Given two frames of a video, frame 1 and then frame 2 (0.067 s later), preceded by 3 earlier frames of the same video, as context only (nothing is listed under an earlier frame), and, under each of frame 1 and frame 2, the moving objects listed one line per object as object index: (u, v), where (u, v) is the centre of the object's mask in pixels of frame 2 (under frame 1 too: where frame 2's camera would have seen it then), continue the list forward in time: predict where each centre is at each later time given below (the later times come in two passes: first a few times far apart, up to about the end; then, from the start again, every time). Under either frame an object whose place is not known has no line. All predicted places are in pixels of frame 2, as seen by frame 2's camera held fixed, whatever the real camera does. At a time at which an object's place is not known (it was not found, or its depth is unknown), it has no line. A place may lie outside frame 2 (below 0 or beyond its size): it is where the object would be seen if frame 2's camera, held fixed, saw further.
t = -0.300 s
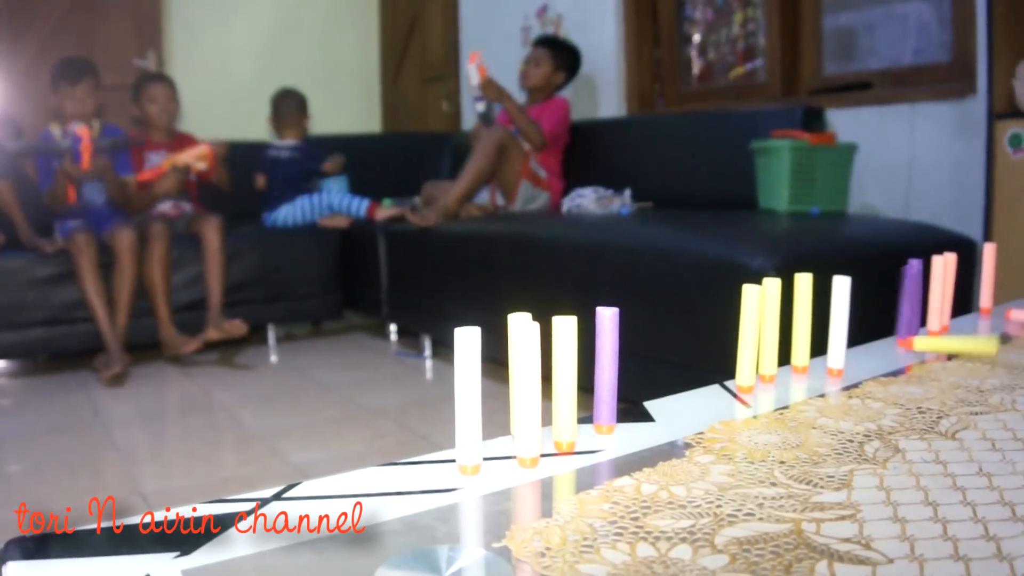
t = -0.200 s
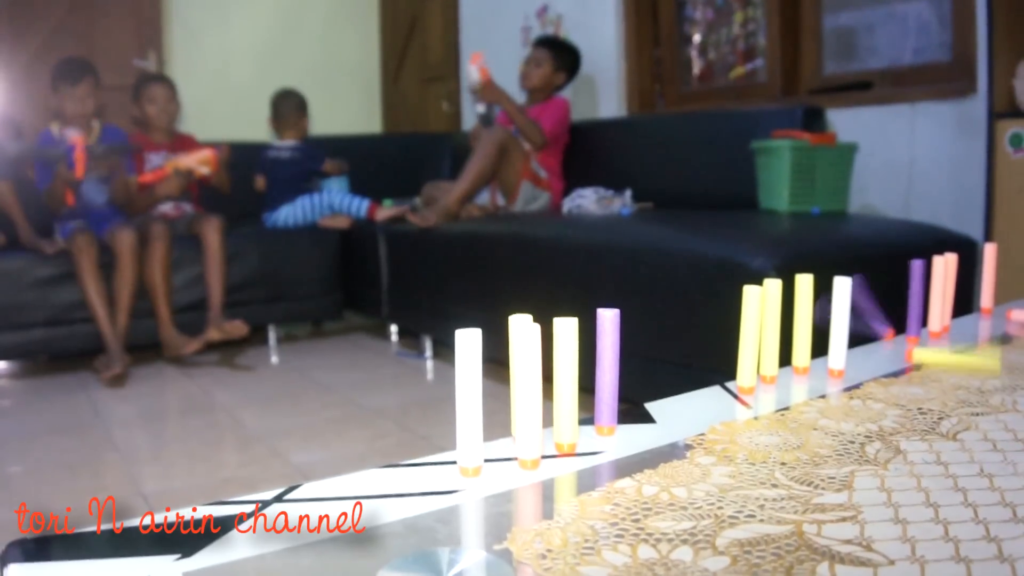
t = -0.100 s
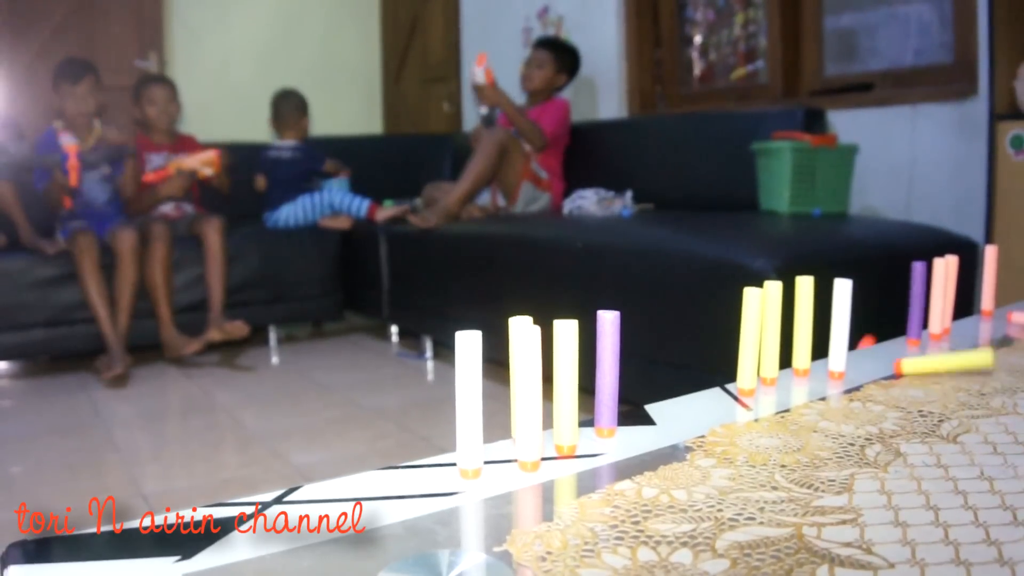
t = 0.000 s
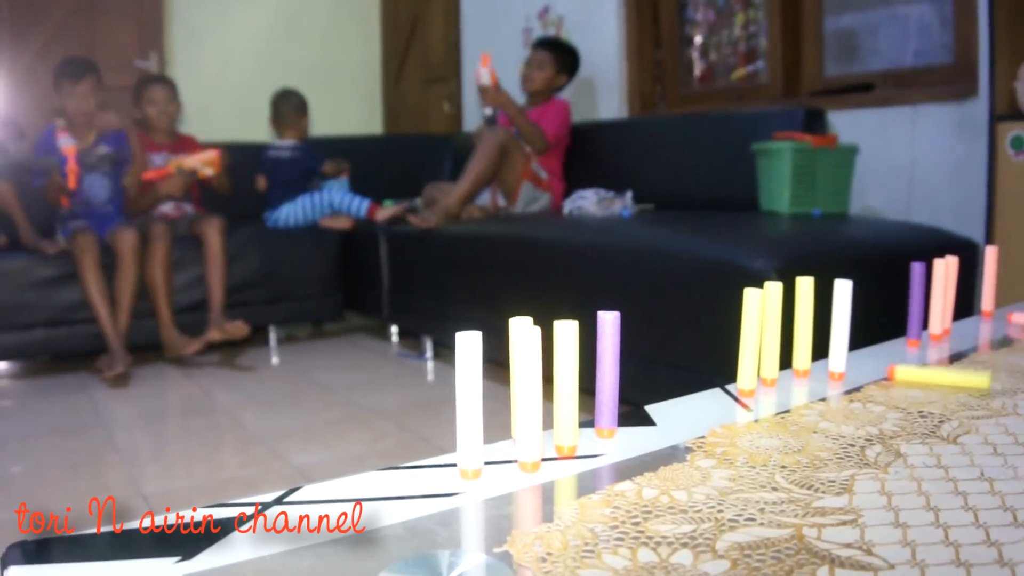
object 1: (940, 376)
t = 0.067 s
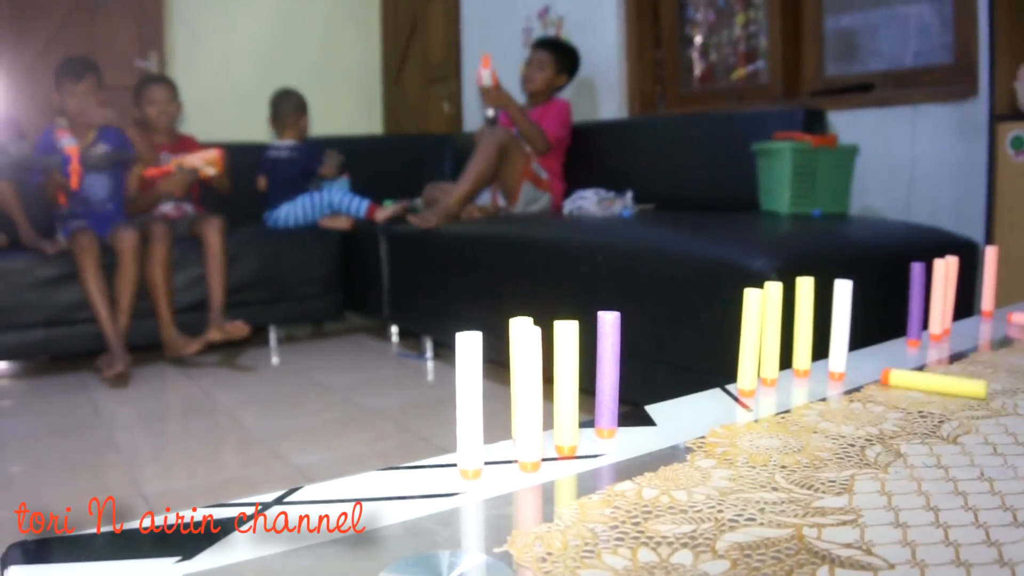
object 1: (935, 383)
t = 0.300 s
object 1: (918, 397)
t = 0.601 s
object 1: (902, 412)
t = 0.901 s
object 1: (897, 416)
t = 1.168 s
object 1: (902, 413)
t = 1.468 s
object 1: (902, 413)
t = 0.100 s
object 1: (932, 384)
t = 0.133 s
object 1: (929, 386)
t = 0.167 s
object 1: (927, 390)
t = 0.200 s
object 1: (925, 391)
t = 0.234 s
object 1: (923, 394)
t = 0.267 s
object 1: (921, 396)
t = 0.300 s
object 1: (918, 397)
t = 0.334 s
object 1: (916, 398)
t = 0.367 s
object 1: (915, 400)
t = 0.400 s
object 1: (913, 401)
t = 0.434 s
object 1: (911, 403)
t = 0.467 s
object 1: (909, 406)
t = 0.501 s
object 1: (907, 409)
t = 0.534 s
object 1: (905, 410)
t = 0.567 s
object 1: (904, 411)
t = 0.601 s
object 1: (902, 412)
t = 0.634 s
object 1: (901, 413)
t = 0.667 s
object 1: (900, 414)
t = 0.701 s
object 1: (899, 415)
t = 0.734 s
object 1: (898, 416)
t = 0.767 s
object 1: (897, 415)
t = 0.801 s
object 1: (896, 415)
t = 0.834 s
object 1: (896, 415)
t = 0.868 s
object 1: (897, 416)
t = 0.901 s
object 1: (897, 416)
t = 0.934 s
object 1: (898, 416)
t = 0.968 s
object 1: (898, 415)
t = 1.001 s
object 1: (898, 415)
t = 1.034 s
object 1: (899, 415)
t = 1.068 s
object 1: (900, 415)
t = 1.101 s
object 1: (901, 414)
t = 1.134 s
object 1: (901, 413)
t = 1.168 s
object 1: (902, 413)
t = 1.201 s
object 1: (902, 413)
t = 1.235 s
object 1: (903, 412)
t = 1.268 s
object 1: (903, 412)
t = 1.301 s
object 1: (903, 412)
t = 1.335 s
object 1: (903, 412)
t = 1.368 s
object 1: (903, 412)
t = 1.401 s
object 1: (903, 412)
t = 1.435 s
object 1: (903, 412)
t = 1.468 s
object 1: (902, 413)
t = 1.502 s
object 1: (902, 413)
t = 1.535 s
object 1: (902, 413)
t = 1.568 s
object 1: (901, 413)
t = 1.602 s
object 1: (901, 413)
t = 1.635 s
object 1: (901, 413)
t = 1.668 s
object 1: (900, 414)
